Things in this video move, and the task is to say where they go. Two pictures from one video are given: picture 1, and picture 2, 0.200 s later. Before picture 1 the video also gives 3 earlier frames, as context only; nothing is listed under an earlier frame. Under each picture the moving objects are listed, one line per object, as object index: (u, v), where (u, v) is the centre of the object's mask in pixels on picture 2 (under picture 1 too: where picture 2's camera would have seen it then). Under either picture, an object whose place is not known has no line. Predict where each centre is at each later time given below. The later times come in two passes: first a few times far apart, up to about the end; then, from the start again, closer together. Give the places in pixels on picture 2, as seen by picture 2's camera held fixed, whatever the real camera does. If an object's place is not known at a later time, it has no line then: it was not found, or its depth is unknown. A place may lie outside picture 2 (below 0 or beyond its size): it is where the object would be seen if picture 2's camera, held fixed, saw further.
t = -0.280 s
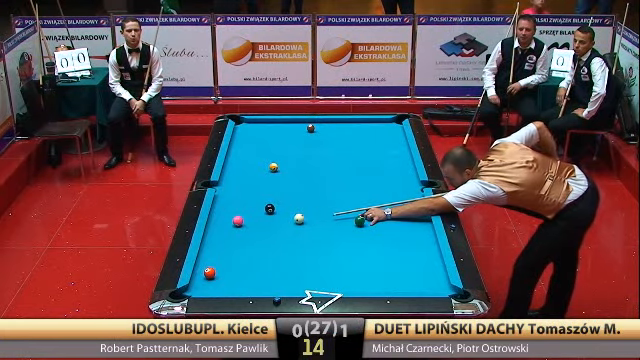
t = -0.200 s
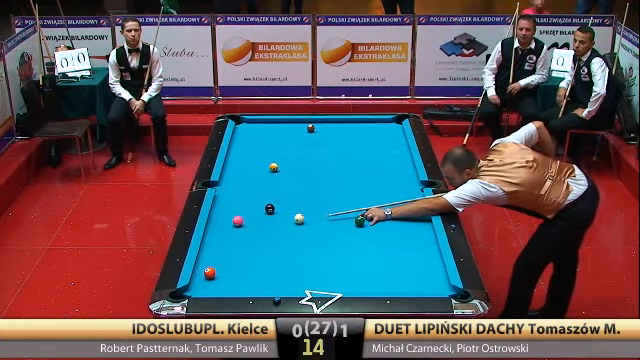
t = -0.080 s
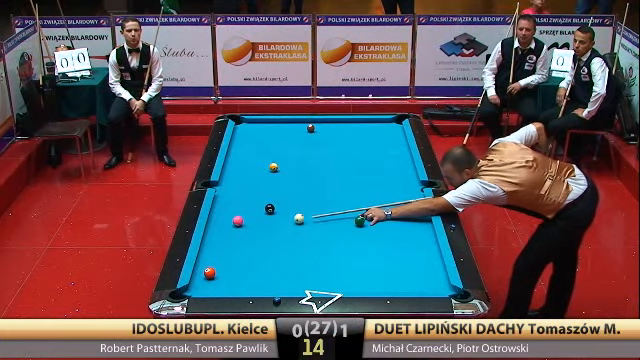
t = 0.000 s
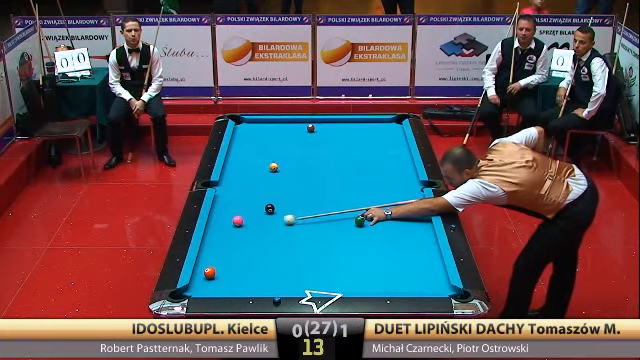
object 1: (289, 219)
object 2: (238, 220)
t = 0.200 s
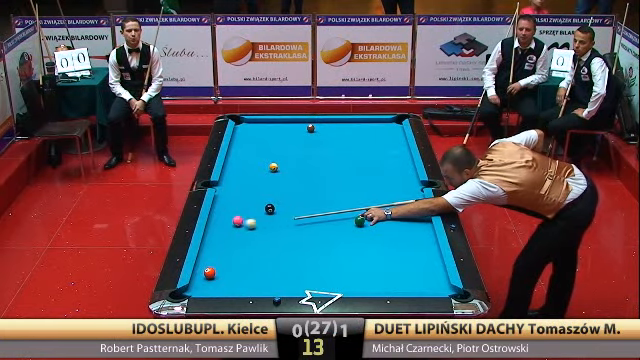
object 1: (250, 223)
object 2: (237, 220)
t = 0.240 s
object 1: (243, 224)
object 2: (236, 220)
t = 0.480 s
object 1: (208, 235)
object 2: (230, 216)
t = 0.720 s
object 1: (223, 247)
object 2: (223, 212)
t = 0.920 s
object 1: (237, 257)
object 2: (217, 209)
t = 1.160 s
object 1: (254, 269)
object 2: (217, 206)
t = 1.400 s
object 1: (272, 281)
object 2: (221, 204)
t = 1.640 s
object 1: (290, 287)
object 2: (224, 202)
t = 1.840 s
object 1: (305, 282)
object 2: (227, 200)
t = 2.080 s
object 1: (321, 275)
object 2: (229, 199)
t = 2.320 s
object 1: (336, 268)
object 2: (231, 198)
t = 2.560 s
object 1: (351, 262)
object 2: (232, 197)
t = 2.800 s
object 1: (364, 256)
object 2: (233, 196)
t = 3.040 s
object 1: (376, 250)
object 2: (233, 195)
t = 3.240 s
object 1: (385, 246)
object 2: (234, 195)
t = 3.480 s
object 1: (396, 241)
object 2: (234, 195)
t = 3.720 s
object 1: (405, 236)
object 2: (234, 195)
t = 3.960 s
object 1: (414, 231)
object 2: (234, 195)
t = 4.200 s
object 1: (422, 228)
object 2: (234, 195)
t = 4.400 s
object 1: (427, 225)
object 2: (234, 195)
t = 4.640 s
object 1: (422, 222)
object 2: (234, 195)
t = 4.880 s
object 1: (418, 220)
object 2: (234, 195)
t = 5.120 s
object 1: (414, 219)
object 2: (234, 195)
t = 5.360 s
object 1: (411, 217)
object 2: (234, 195)
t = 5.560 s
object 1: (409, 216)
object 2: (234, 195)
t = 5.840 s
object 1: (407, 215)
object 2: (234, 195)
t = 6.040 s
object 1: (406, 215)
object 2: (234, 195)
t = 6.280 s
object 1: (405, 214)
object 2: (234, 195)
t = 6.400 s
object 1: (405, 214)
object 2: (234, 195)
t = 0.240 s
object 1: (243, 224)
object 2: (236, 220)
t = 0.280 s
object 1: (238, 226)
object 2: (235, 218)
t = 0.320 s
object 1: (232, 228)
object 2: (235, 218)
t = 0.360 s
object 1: (226, 229)
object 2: (233, 218)
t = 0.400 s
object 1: (220, 231)
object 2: (232, 217)
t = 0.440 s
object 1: (215, 233)
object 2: (231, 216)
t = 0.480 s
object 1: (208, 235)
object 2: (230, 216)
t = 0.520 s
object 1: (209, 237)
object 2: (228, 215)
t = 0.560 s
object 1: (212, 239)
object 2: (227, 214)
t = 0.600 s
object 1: (215, 241)
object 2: (226, 214)
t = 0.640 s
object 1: (218, 243)
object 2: (225, 213)
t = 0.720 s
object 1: (223, 247)
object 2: (223, 212)
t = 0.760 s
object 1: (226, 249)
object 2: (222, 211)
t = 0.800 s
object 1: (229, 251)
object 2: (220, 211)
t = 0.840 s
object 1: (232, 253)
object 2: (220, 210)
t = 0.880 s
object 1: (234, 255)
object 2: (219, 210)
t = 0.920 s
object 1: (237, 257)
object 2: (217, 209)
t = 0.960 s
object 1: (240, 259)
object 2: (216, 208)
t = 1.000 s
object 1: (243, 261)
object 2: (216, 208)
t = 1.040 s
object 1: (246, 263)
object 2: (216, 207)
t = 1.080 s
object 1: (249, 265)
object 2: (216, 207)
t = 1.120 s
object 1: (251, 267)
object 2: (216, 206)
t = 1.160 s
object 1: (254, 269)
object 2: (217, 206)
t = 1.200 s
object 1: (257, 271)
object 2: (218, 206)
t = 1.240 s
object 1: (260, 273)
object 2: (219, 205)
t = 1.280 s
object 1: (263, 275)
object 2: (219, 205)
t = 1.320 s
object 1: (266, 277)
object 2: (220, 204)
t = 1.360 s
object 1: (269, 279)
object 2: (221, 204)
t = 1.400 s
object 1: (272, 281)
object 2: (221, 204)
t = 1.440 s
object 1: (275, 283)
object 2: (221, 204)
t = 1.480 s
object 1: (278, 285)
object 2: (222, 203)
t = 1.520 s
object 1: (281, 287)
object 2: (223, 203)
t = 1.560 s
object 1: (284, 287)
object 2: (223, 203)
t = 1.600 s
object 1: (286, 288)
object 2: (224, 202)
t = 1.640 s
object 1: (290, 287)
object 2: (224, 202)
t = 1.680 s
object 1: (293, 287)
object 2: (225, 202)
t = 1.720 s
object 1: (296, 286)
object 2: (225, 201)
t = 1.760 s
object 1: (299, 285)
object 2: (226, 201)
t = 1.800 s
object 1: (302, 283)
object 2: (226, 201)
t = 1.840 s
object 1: (305, 282)
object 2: (227, 200)
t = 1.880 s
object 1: (308, 281)
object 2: (227, 200)
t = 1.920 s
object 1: (311, 280)
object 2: (228, 200)
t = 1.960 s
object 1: (313, 279)
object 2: (228, 200)
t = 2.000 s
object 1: (316, 278)
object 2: (228, 199)
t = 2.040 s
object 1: (318, 276)
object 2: (228, 199)
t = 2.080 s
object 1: (321, 275)
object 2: (229, 199)
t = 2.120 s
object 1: (324, 274)
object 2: (229, 198)
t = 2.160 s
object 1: (326, 273)
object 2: (230, 198)
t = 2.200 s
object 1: (329, 272)
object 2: (230, 198)
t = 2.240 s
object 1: (331, 270)
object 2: (230, 198)
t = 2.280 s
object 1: (334, 269)
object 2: (230, 198)
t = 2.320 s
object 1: (336, 268)
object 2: (231, 198)
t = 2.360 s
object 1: (339, 267)
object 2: (231, 198)
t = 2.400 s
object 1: (341, 266)
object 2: (231, 198)
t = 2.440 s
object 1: (344, 265)
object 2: (231, 198)
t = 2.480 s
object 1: (346, 264)
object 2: (232, 197)
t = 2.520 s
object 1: (349, 263)
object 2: (232, 197)
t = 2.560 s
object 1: (351, 262)
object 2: (232, 197)
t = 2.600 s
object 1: (353, 261)
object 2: (232, 196)
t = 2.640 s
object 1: (355, 260)
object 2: (232, 196)
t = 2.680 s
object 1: (358, 259)
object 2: (232, 196)
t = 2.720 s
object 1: (360, 258)
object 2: (232, 196)
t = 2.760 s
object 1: (361, 257)
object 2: (233, 196)
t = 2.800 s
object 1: (364, 256)
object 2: (233, 196)
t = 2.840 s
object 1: (366, 255)
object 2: (233, 196)
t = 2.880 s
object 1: (368, 254)
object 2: (233, 196)
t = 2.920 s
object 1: (370, 253)
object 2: (233, 196)
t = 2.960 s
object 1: (372, 252)
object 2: (233, 196)
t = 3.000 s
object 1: (374, 251)
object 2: (233, 196)
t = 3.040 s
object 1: (376, 250)
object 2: (233, 195)
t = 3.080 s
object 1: (378, 249)
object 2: (233, 195)
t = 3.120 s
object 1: (380, 249)
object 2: (233, 195)
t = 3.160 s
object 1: (382, 248)
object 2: (233, 195)
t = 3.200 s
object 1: (383, 247)
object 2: (234, 195)
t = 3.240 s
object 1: (385, 246)
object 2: (234, 195)
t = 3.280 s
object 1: (387, 245)
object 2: (234, 195)
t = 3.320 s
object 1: (389, 244)
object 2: (234, 195)
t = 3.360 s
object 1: (391, 243)
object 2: (234, 195)
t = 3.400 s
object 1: (392, 242)
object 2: (234, 195)
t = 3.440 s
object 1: (394, 242)
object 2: (234, 195)
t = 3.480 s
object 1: (396, 241)
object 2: (234, 195)
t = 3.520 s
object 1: (397, 240)
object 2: (234, 195)
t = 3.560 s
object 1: (399, 239)
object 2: (234, 195)
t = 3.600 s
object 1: (401, 239)
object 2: (234, 195)
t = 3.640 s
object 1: (402, 238)
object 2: (234, 195)
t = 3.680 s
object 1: (404, 237)
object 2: (234, 195)
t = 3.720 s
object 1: (405, 236)
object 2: (234, 195)
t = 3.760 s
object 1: (407, 235)
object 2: (234, 195)
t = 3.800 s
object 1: (408, 235)
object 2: (234, 195)
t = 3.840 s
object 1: (410, 234)
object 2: (234, 195)
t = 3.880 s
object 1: (411, 233)
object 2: (234, 195)
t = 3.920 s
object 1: (413, 232)
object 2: (234, 195)
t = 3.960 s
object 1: (414, 231)
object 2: (234, 195)
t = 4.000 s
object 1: (416, 231)
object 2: (234, 195)
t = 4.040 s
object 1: (417, 230)
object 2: (234, 195)
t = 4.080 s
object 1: (418, 229)
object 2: (234, 195)
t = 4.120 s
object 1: (419, 229)
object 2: (234, 195)
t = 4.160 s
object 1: (420, 229)
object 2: (234, 195)
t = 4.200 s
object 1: (422, 228)
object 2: (234, 195)
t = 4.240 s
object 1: (423, 227)
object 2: (234, 195)
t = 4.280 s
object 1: (424, 226)
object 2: (234, 195)
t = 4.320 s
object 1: (425, 226)
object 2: (234, 195)
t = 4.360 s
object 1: (427, 225)
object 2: (234, 195)
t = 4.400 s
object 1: (427, 225)
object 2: (234, 195)
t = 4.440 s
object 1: (427, 224)
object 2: (234, 195)
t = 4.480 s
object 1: (426, 224)
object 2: (234, 195)
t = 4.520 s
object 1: (425, 223)
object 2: (234, 195)
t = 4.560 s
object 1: (424, 223)
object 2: (234, 195)
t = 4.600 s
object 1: (423, 222)
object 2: (234, 195)
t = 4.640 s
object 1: (422, 222)
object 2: (234, 195)
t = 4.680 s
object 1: (422, 222)
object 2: (234, 195)
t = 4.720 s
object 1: (421, 222)
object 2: (234, 195)
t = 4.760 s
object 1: (420, 222)
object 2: (234, 195)
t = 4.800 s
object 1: (419, 221)
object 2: (234, 195)
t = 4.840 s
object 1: (419, 221)
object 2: (234, 195)
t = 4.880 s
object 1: (418, 220)
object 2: (234, 195)
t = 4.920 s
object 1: (417, 220)
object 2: (234, 195)
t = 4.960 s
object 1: (417, 220)
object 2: (234, 195)
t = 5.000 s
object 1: (416, 220)
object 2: (234, 195)
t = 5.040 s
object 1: (415, 219)
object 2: (234, 195)
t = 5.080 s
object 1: (415, 219)
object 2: (234, 195)
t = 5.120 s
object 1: (414, 219)
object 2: (234, 195)
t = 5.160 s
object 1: (414, 219)
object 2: (234, 195)
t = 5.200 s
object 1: (413, 218)
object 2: (234, 195)
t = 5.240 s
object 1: (413, 218)
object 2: (234, 195)
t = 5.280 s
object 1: (412, 218)
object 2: (234, 195)
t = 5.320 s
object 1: (412, 218)
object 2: (234, 195)
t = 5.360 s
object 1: (411, 217)
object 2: (234, 195)
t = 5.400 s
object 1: (411, 217)
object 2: (234, 195)
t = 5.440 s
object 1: (410, 217)
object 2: (234, 195)
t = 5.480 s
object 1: (410, 217)
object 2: (234, 195)
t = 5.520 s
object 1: (409, 217)
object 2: (234, 195)
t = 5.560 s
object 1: (409, 216)
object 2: (234, 195)
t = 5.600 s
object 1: (408, 216)
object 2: (234, 195)
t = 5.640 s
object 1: (408, 216)
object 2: (234, 195)
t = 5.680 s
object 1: (408, 216)
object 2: (234, 195)
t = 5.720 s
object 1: (408, 216)
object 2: (234, 195)
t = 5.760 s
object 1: (407, 216)
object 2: (234, 195)
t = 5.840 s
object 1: (407, 215)
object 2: (234, 195)
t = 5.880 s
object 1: (407, 215)
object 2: (234, 195)
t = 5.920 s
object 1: (406, 215)
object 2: (234, 195)
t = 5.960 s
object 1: (406, 215)
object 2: (234, 195)
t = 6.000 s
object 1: (406, 215)
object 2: (234, 195)
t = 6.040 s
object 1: (406, 215)
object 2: (234, 195)
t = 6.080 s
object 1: (405, 215)
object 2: (234, 195)
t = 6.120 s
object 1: (405, 214)
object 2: (234, 195)
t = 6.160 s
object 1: (405, 214)
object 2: (234, 195)
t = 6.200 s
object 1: (405, 214)
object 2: (234, 195)
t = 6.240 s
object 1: (405, 214)
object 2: (234, 195)
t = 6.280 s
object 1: (405, 214)
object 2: (234, 195)
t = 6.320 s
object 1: (405, 214)
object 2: (234, 195)
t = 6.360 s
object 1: (405, 214)
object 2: (234, 195)
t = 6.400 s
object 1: (405, 214)
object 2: (234, 195)
